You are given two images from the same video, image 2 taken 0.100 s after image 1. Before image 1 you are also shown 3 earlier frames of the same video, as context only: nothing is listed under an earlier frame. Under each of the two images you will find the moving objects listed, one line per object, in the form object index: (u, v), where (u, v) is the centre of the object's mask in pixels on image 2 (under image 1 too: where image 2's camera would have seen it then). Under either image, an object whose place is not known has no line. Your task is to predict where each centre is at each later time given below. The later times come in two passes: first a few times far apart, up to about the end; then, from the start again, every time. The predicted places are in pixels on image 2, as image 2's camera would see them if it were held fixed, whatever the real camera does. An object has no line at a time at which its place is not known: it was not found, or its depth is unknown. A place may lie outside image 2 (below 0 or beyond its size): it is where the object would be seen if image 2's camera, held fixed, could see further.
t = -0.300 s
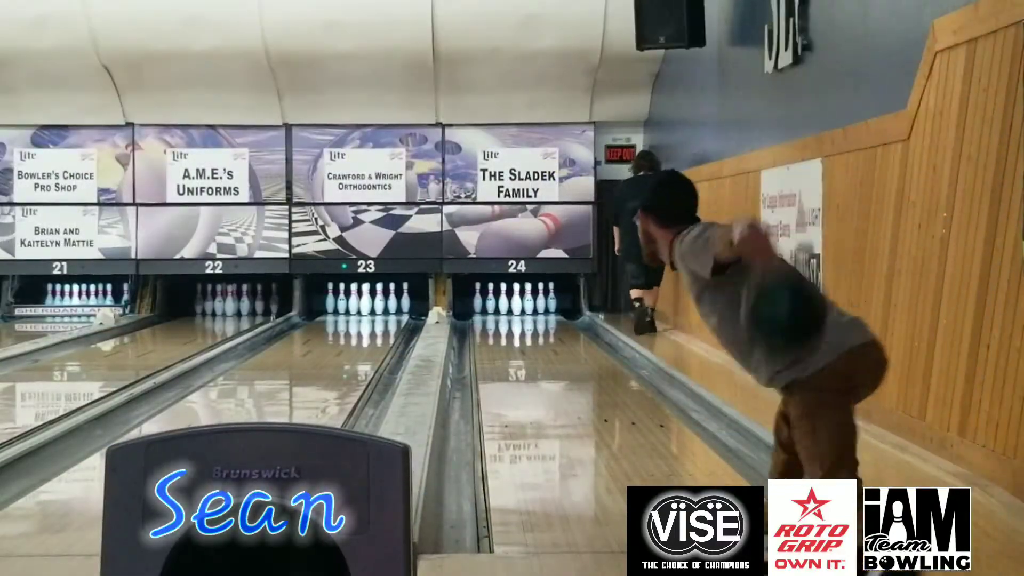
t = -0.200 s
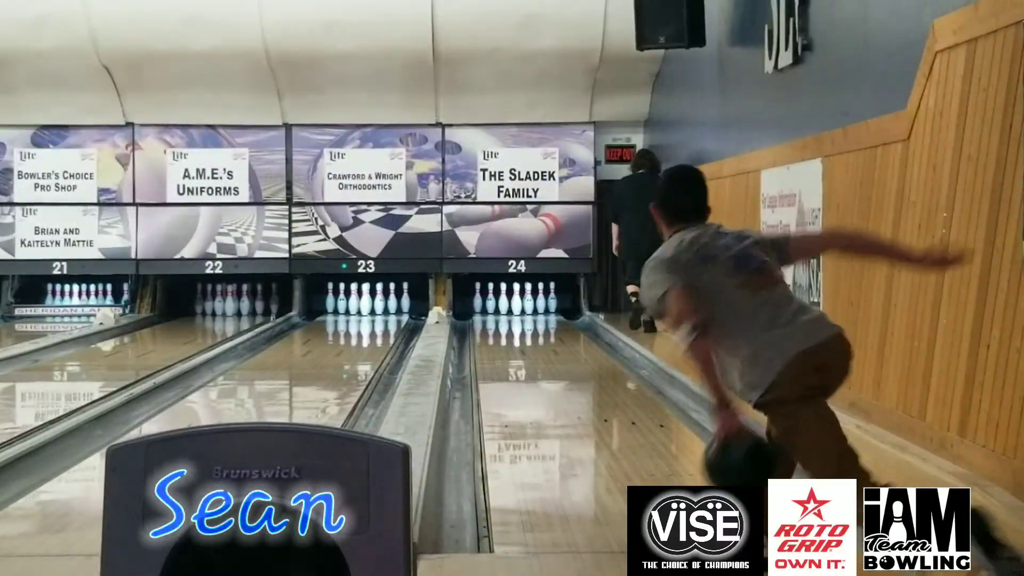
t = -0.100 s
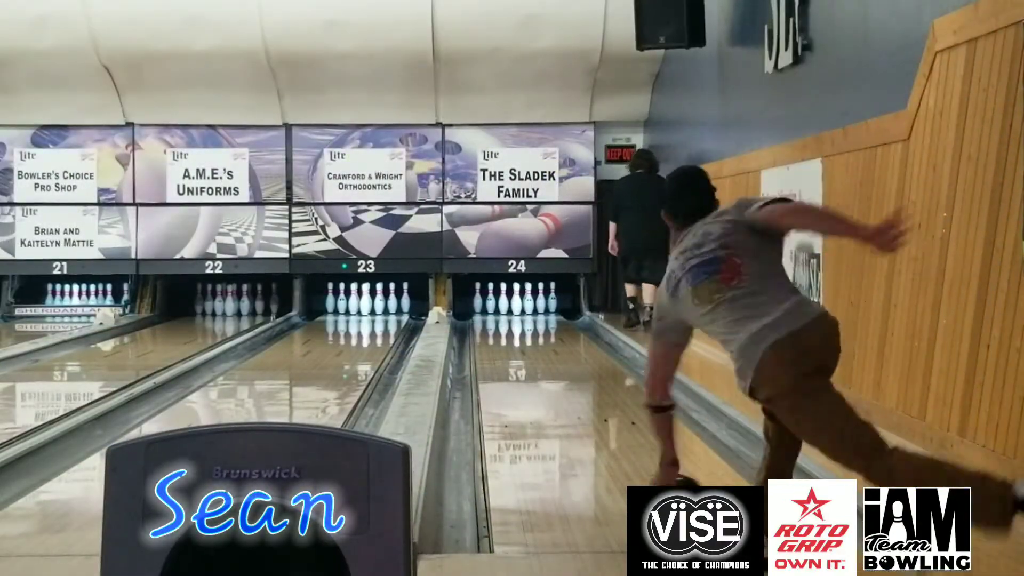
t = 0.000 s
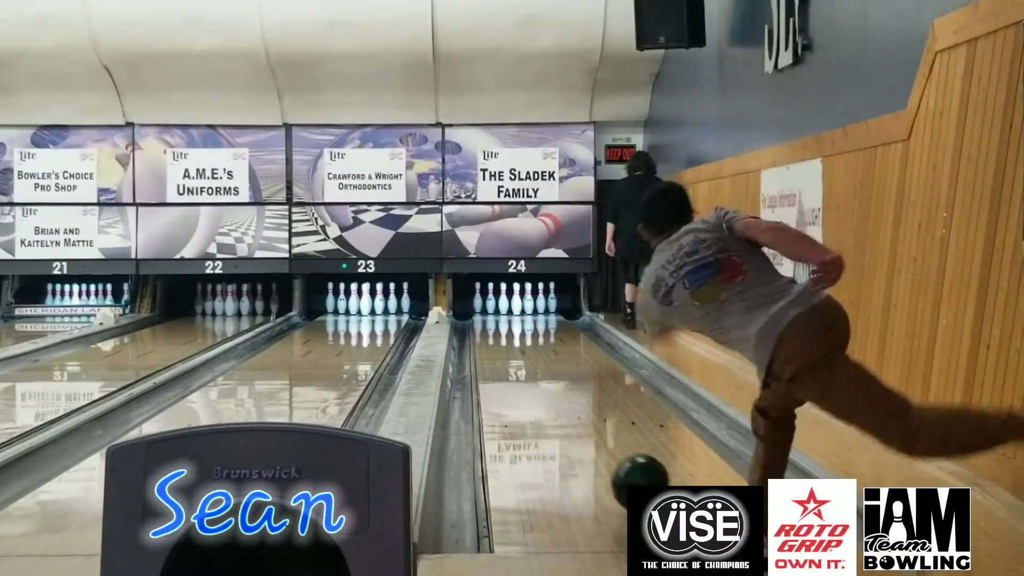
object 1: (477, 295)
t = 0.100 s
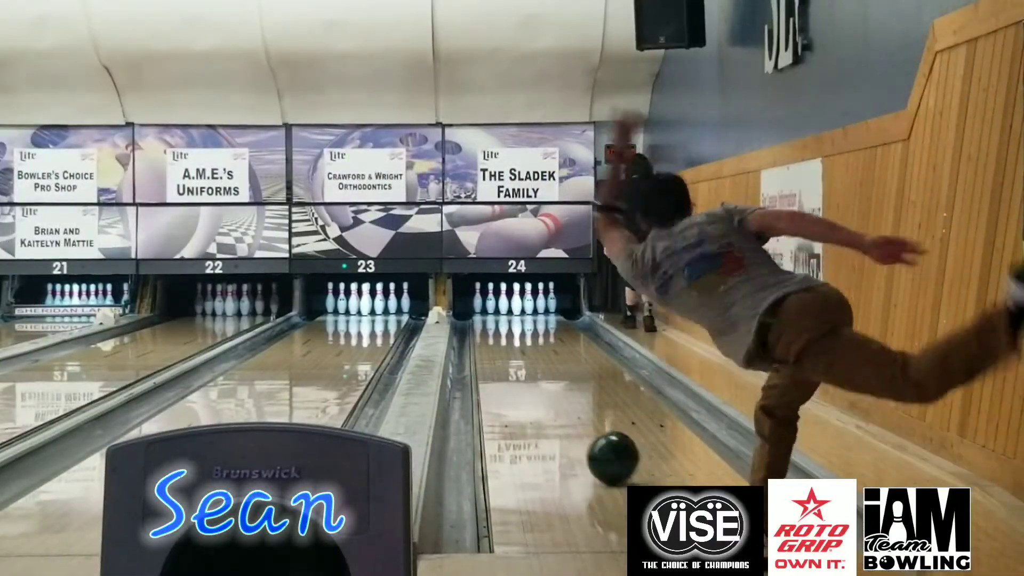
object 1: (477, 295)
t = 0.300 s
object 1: (477, 295)
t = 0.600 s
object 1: (477, 295)
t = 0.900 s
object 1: (477, 295)
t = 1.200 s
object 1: (477, 295)
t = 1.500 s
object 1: (477, 294)
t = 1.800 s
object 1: (477, 294)
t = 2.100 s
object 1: (477, 295)
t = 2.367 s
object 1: (473, 290)
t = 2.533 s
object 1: (463, 311)
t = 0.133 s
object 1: (477, 295)
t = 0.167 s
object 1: (477, 295)
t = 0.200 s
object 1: (477, 295)
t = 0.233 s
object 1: (477, 295)
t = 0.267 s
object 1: (477, 295)
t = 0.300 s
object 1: (477, 295)
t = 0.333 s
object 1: (477, 295)
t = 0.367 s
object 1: (477, 295)
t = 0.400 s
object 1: (477, 295)
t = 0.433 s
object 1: (477, 295)
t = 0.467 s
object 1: (477, 295)
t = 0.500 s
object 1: (477, 295)
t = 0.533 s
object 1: (477, 295)
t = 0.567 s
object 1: (477, 295)
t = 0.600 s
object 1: (477, 295)
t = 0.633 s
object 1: (477, 295)
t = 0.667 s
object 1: (477, 295)
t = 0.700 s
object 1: (477, 295)
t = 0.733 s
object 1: (477, 295)
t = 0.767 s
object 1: (477, 295)
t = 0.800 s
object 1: (478, 295)
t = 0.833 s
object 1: (477, 295)
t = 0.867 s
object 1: (477, 295)
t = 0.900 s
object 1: (477, 295)
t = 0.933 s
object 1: (478, 295)
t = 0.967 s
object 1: (477, 295)
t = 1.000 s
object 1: (477, 295)
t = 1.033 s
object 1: (477, 295)
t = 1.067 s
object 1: (478, 295)
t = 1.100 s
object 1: (478, 295)
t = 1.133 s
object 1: (477, 295)
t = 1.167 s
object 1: (477, 295)
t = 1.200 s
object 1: (477, 295)
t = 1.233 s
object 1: (477, 295)
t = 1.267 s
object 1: (477, 295)
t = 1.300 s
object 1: (477, 295)
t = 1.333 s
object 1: (477, 295)
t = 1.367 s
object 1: (477, 295)
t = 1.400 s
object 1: (477, 294)
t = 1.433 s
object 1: (477, 295)
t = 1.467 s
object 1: (477, 294)
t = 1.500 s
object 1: (477, 294)
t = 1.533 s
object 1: (477, 294)
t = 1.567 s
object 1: (478, 294)
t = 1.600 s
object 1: (477, 294)
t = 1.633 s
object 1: (477, 294)
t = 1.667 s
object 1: (477, 295)
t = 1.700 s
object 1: (477, 294)
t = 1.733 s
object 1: (477, 294)
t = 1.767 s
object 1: (477, 294)
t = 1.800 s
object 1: (477, 294)
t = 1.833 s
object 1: (477, 295)
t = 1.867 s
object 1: (477, 295)
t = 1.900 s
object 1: (477, 295)
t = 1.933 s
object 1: (477, 295)
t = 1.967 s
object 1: (477, 295)
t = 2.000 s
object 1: (477, 295)
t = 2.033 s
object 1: (477, 295)
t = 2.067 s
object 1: (477, 295)
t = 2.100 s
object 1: (477, 295)
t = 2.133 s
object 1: (477, 295)
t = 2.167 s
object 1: (477, 295)
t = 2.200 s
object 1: (477, 295)
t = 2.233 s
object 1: (477, 294)
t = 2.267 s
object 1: (478, 294)
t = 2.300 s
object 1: (478, 299)
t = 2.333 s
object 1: (477, 296)
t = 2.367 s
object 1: (473, 290)
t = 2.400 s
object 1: (471, 294)
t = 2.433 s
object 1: (469, 297)
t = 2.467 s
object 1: (468, 305)
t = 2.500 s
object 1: (466, 309)
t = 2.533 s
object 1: (463, 311)
